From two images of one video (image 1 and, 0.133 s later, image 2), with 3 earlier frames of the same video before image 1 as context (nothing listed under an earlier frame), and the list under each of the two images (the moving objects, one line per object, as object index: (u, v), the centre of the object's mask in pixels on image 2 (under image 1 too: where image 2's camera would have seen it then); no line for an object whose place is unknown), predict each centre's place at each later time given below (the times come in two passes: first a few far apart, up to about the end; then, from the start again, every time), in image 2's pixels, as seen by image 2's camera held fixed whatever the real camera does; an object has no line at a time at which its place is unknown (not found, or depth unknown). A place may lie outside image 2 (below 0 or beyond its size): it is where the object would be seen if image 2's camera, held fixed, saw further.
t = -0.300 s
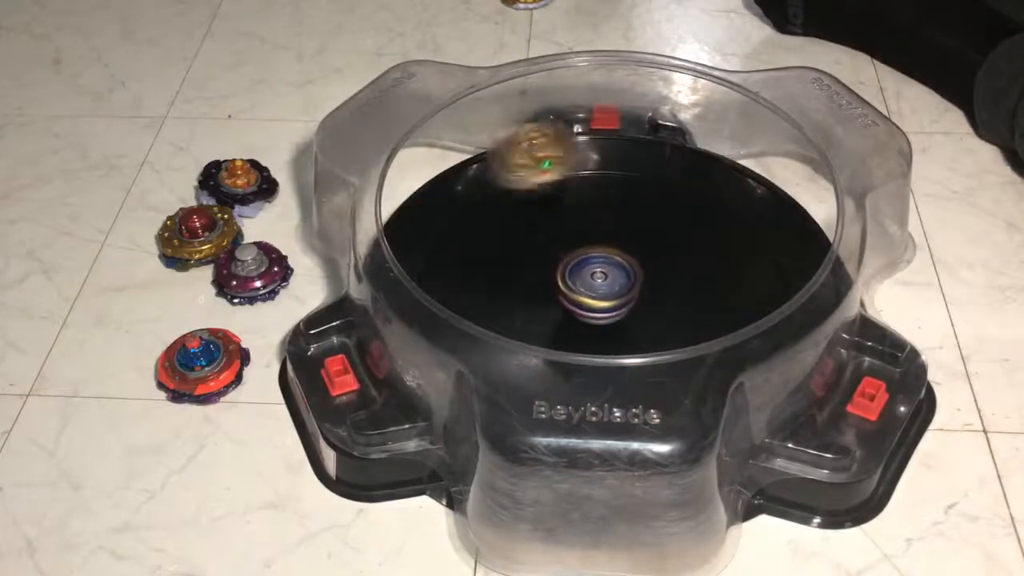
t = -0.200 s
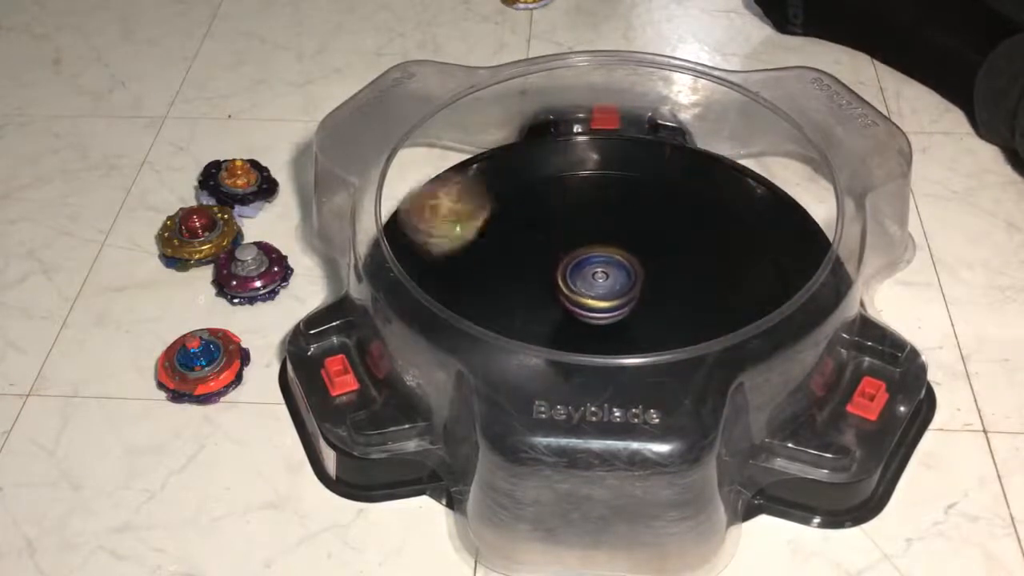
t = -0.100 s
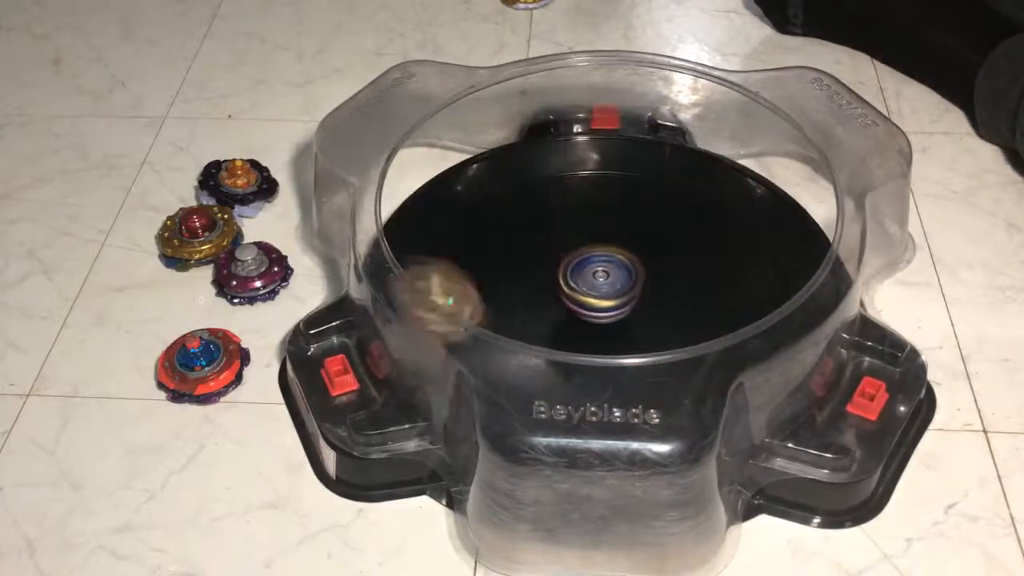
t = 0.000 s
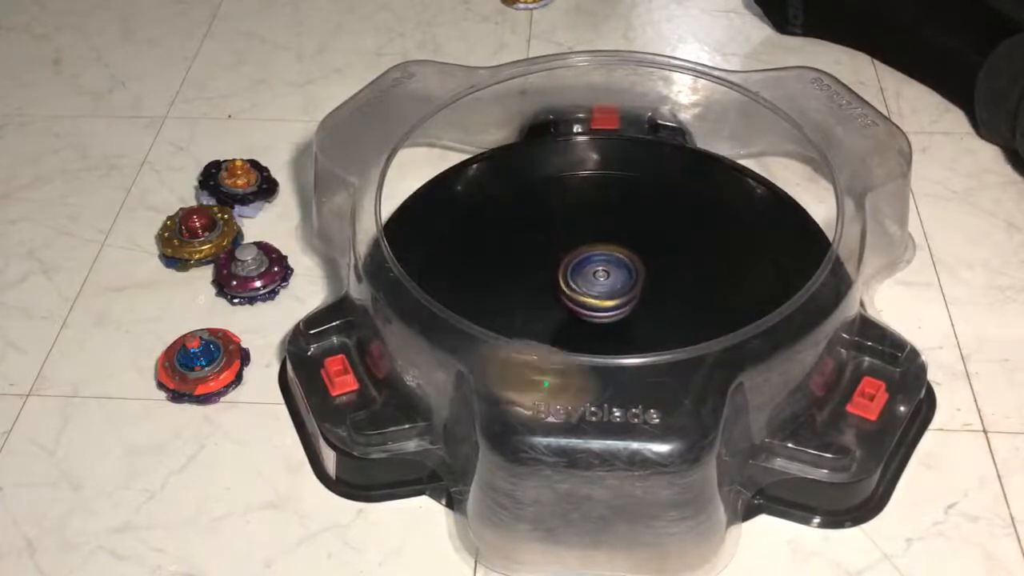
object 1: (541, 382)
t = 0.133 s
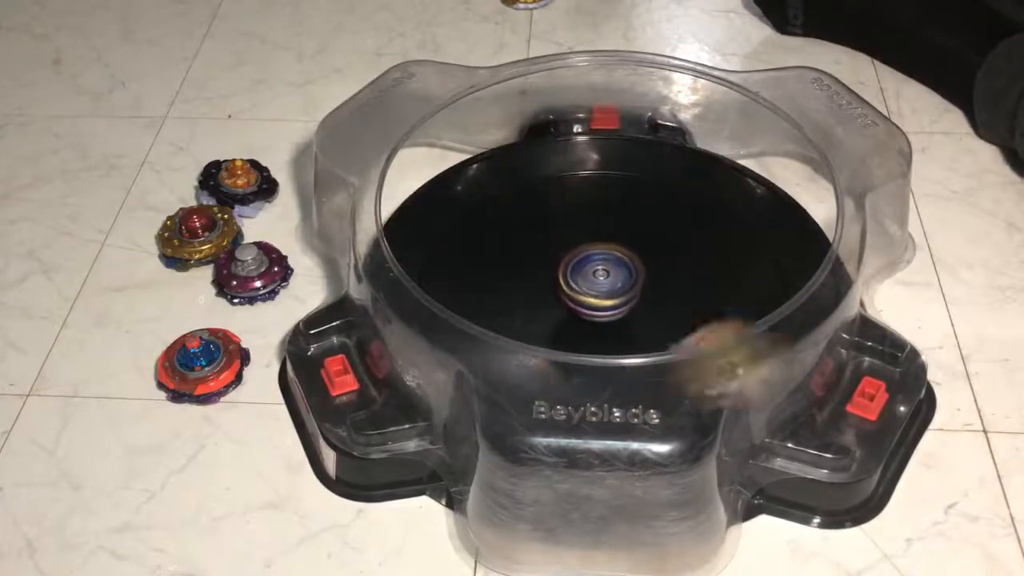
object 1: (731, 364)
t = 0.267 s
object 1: (776, 243)
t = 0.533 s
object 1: (513, 163)
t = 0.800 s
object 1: (511, 371)
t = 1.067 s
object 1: (779, 260)
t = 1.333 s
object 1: (541, 155)
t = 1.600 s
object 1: (485, 352)
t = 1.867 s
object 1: (779, 286)
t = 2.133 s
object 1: (568, 148)
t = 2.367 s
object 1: (436, 299)
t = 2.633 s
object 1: (746, 342)
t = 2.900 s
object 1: (650, 151)
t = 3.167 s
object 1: (428, 268)
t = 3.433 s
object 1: (709, 369)
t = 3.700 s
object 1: (692, 166)
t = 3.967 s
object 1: (435, 228)
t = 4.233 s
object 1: (657, 391)
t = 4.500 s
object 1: (738, 191)
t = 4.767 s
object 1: (461, 196)
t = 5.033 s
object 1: (586, 394)
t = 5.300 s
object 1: (784, 266)
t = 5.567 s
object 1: (660, 161)
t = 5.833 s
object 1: (506, 195)
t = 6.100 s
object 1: (485, 290)
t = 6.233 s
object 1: (523, 323)
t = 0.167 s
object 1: (750, 331)
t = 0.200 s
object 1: (774, 304)
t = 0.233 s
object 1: (781, 271)
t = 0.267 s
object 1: (776, 243)
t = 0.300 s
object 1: (761, 214)
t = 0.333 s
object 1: (738, 191)
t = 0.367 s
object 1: (704, 171)
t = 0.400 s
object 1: (666, 157)
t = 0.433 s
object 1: (635, 148)
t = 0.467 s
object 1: (588, 146)
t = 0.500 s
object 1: (551, 152)
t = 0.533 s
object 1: (513, 163)
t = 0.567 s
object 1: (479, 181)
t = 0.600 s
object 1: (454, 201)
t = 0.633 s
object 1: (436, 227)
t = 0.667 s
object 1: (429, 255)
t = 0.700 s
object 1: (432, 288)
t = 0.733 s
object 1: (449, 315)
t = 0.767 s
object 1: (476, 347)
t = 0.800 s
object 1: (511, 371)
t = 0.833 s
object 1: (563, 390)
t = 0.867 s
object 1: (610, 394)
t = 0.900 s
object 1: (661, 392)
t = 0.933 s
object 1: (701, 373)
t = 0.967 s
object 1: (738, 343)
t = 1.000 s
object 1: (764, 321)
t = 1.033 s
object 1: (778, 292)
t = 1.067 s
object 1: (779, 260)
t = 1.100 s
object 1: (772, 233)
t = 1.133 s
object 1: (753, 207)
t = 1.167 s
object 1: (727, 185)
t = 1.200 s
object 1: (693, 167)
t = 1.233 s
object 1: (659, 153)
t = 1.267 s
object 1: (619, 146)
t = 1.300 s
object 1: (578, 147)
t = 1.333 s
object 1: (541, 155)
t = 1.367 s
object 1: (503, 167)
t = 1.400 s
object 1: (472, 185)
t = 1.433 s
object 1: (449, 208)
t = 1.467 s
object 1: (433, 235)
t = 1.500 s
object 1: (428, 265)
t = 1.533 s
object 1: (435, 295)
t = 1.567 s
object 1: (452, 324)
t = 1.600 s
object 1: (485, 352)
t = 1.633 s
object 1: (524, 376)
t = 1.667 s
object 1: (575, 391)
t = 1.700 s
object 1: (624, 394)
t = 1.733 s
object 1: (673, 385)
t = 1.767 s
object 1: (712, 369)
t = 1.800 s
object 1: (746, 344)
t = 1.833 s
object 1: (766, 317)
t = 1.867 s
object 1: (779, 286)
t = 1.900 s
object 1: (779, 254)
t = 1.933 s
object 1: (770, 228)
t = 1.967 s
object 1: (749, 203)
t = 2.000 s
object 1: (720, 181)
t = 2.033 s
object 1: (686, 163)
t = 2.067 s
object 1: (652, 153)
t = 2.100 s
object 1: (609, 147)
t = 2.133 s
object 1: (568, 148)
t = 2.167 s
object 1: (532, 156)
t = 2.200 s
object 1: (498, 171)
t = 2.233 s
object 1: (468, 189)
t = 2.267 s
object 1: (446, 212)
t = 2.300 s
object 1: (432, 237)
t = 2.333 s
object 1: (429, 270)
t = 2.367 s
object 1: (436, 299)
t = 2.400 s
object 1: (457, 323)
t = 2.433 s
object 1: (490, 357)
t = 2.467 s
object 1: (529, 379)
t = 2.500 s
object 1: (583, 394)
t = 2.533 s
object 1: (630, 394)
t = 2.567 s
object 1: (678, 385)
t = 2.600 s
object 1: (713, 367)
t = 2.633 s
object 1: (746, 342)
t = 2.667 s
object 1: (768, 314)
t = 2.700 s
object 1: (780, 286)
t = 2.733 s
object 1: (779, 254)
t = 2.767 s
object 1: (768, 228)
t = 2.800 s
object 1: (749, 203)
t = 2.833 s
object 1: (721, 182)
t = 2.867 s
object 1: (686, 164)
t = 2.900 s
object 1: (650, 151)
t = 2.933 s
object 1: (610, 146)
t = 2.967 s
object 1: (570, 147)
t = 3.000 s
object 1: (531, 157)
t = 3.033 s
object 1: (497, 170)
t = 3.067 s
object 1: (469, 188)
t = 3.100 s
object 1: (445, 211)
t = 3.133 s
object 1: (433, 235)
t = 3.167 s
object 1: (428, 268)
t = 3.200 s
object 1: (435, 297)
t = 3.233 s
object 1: (456, 321)
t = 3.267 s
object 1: (490, 355)
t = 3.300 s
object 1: (528, 376)
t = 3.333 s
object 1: (576, 392)
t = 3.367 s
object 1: (619, 395)
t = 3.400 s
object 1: (672, 386)
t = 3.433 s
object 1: (709, 369)
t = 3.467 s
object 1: (743, 346)
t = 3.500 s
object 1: (766, 318)
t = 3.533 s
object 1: (778, 290)
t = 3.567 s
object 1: (779, 257)
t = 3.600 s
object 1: (770, 231)
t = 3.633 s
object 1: (752, 205)
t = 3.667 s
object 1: (725, 184)
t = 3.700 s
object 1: (692, 166)
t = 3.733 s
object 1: (659, 154)
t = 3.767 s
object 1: (621, 147)
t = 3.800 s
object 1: (578, 146)
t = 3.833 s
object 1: (543, 154)
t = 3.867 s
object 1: (509, 164)
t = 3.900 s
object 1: (477, 183)
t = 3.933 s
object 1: (453, 203)
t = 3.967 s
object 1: (435, 228)
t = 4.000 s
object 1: (432, 256)
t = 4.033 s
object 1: (433, 288)
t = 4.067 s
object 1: (449, 316)
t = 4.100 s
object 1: (475, 346)
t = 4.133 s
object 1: (514, 371)
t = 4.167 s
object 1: (562, 390)
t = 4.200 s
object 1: (607, 396)
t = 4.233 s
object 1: (657, 391)
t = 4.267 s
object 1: (694, 377)
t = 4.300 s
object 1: (730, 353)
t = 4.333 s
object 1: (758, 329)
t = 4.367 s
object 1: (775, 301)
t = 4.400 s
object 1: (777, 265)
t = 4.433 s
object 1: (775, 240)
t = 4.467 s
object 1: (761, 215)
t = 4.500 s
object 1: (738, 191)
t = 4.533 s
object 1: (705, 172)
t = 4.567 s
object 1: (670, 158)
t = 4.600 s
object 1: (637, 149)
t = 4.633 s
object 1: (592, 145)
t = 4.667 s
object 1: (555, 149)
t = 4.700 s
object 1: (518, 160)
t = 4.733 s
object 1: (488, 177)
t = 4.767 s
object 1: (461, 196)
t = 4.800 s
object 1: (442, 218)
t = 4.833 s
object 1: (430, 246)
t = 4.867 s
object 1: (431, 277)
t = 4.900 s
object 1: (441, 307)
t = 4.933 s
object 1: (462, 336)
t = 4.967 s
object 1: (497, 359)
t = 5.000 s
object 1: (542, 383)
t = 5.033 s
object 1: (586, 394)
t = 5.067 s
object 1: (631, 395)
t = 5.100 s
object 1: (673, 385)
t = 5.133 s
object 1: (709, 373)
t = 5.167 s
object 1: (735, 354)
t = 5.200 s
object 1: (759, 331)
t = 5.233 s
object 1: (773, 310)
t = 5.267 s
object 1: (782, 288)
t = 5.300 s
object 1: (784, 266)
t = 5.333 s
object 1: (780, 245)
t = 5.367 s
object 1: (770, 228)
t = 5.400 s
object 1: (758, 211)
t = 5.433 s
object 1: (743, 198)
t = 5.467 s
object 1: (722, 185)
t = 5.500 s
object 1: (701, 172)
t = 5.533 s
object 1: (681, 166)
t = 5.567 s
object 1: (660, 161)
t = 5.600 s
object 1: (639, 159)
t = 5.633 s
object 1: (617, 159)
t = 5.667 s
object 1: (593, 161)
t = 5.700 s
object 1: (573, 165)
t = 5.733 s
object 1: (555, 169)
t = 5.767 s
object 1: (535, 177)
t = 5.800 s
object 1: (519, 185)
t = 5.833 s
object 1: (506, 195)
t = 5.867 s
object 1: (495, 206)
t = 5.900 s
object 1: (487, 218)
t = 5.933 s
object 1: (480, 230)
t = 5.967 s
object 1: (476, 243)
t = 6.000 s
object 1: (475, 255)
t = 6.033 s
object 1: (475, 267)
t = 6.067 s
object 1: (479, 279)
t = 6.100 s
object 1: (485, 290)
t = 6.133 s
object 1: (492, 301)
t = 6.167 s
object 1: (501, 308)
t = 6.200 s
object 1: (512, 316)
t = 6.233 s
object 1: (523, 323)
